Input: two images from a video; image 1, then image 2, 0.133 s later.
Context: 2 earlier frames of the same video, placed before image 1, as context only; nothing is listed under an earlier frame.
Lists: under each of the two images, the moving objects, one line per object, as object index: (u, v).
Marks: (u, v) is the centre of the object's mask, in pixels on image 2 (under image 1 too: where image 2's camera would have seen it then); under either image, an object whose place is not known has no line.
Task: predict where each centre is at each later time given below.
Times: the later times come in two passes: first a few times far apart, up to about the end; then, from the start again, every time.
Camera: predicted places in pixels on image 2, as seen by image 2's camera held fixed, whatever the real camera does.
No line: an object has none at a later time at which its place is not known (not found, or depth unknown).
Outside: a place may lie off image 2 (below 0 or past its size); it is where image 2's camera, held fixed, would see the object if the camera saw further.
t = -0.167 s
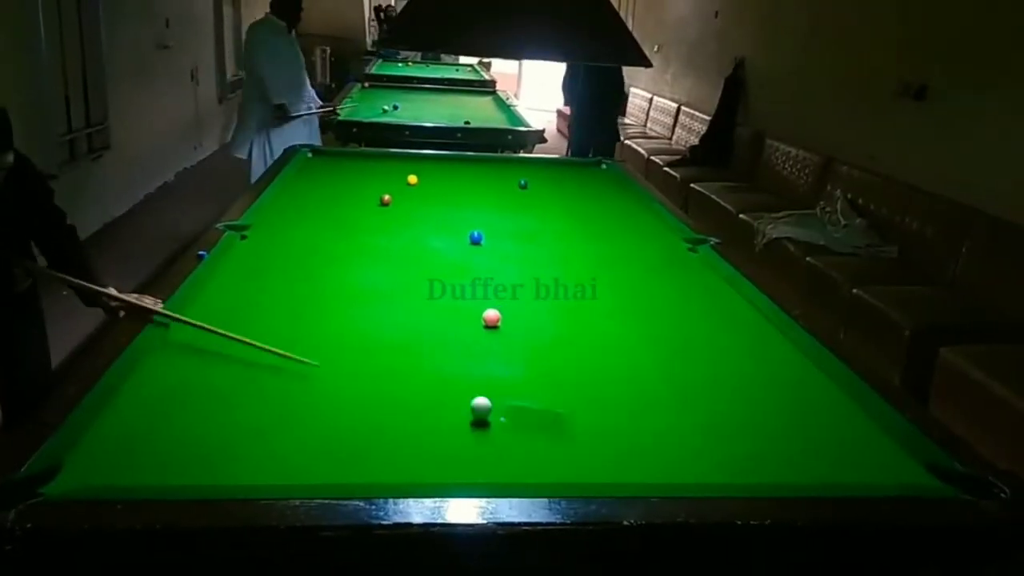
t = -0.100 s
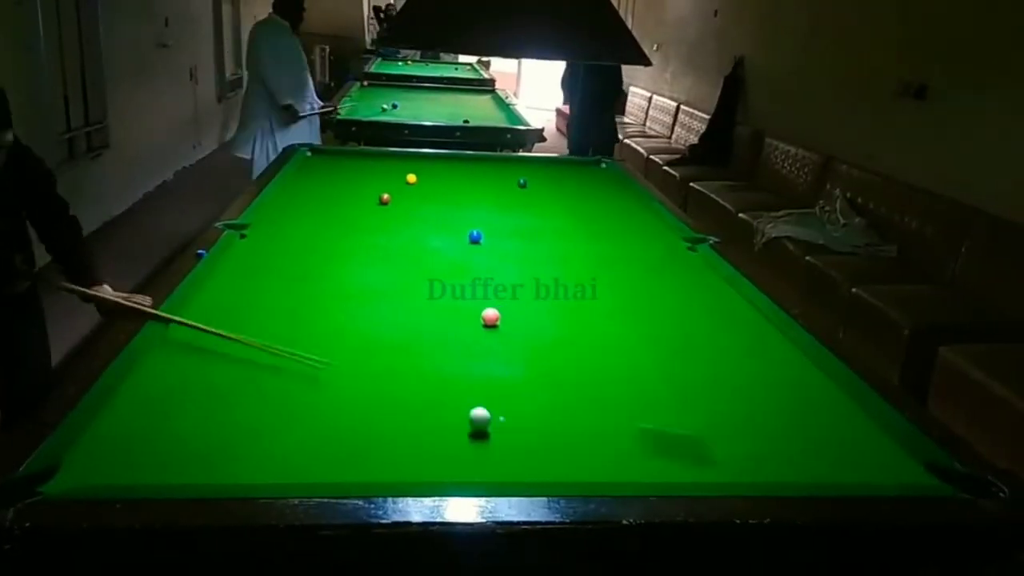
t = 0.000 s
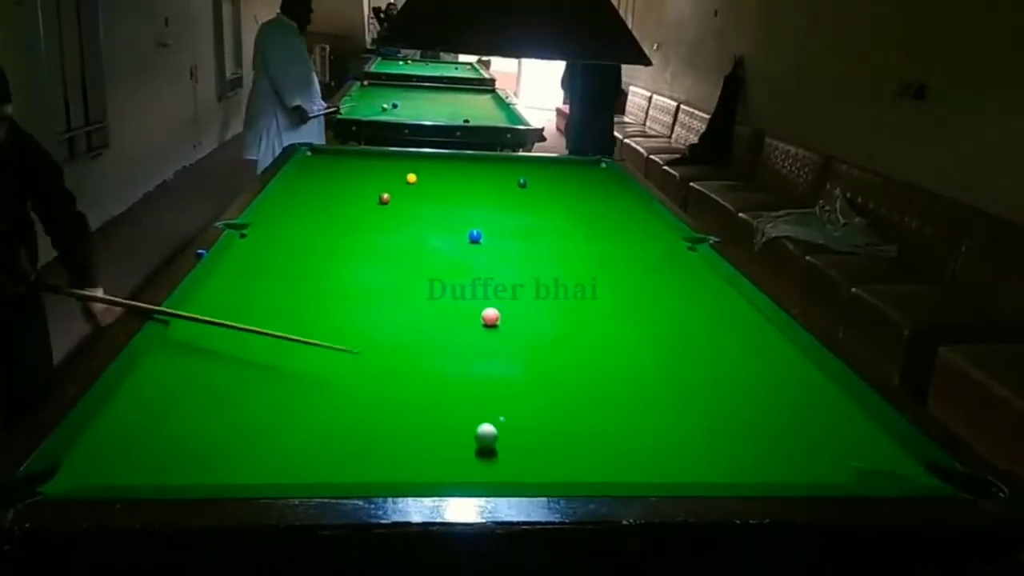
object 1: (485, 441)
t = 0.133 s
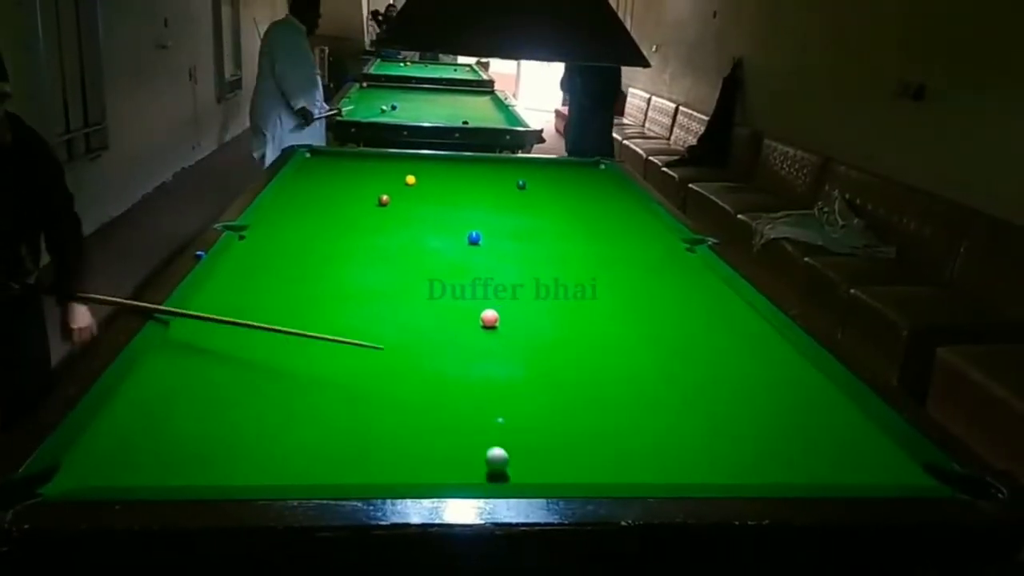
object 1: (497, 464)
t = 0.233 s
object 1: (505, 475)
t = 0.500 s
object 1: (507, 451)
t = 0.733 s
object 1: (507, 428)
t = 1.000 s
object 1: (508, 407)
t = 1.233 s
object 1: (509, 391)
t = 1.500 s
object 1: (510, 375)
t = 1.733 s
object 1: (511, 365)
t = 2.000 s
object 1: (512, 354)
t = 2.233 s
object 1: (514, 346)
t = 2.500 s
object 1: (514, 339)
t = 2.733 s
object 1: (515, 334)
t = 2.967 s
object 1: (515, 329)
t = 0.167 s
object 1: (499, 467)
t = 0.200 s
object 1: (502, 470)
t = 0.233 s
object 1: (505, 475)
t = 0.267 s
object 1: (506, 475)
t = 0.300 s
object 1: (507, 472)
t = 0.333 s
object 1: (507, 470)
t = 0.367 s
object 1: (507, 468)
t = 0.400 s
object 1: (507, 466)
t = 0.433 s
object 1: (507, 463)
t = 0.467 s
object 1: (507, 459)
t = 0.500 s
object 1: (507, 451)
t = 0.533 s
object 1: (507, 447)
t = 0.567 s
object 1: (507, 445)
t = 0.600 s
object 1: (507, 442)
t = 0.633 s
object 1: (507, 436)
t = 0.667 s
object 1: (507, 435)
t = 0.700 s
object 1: (507, 431)
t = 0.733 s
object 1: (507, 428)
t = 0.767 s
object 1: (508, 427)
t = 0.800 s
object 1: (507, 424)
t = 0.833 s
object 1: (508, 421)
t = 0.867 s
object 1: (508, 418)
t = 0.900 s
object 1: (508, 416)
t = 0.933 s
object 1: (508, 412)
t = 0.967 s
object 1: (508, 410)
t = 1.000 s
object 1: (508, 407)
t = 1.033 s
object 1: (509, 405)
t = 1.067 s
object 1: (509, 403)
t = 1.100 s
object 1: (509, 400)
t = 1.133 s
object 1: (509, 398)
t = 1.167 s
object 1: (509, 396)
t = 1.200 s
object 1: (509, 393)
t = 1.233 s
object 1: (509, 391)
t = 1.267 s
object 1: (509, 389)
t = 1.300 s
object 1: (510, 388)
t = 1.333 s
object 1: (510, 386)
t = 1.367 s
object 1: (510, 383)
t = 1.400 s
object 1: (510, 382)
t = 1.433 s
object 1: (510, 379)
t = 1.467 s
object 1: (510, 378)
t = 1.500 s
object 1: (510, 375)
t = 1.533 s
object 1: (510, 374)
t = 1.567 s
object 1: (510, 372)
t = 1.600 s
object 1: (510, 371)
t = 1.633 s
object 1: (510, 369)
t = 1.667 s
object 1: (510, 368)
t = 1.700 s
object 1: (511, 366)
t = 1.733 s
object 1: (511, 365)
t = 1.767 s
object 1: (511, 364)
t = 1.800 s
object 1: (511, 362)
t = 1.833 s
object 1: (512, 361)
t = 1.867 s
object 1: (512, 359)
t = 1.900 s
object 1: (512, 358)
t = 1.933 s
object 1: (512, 357)
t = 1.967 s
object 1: (512, 355)
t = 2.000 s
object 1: (512, 354)
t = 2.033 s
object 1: (512, 352)
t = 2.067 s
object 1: (513, 352)
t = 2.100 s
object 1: (513, 351)
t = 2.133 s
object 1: (513, 350)
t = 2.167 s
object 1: (514, 348)
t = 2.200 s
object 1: (514, 347)
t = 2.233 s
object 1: (514, 346)
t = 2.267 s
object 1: (514, 345)
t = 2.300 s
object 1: (514, 344)
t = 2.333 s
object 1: (514, 343)
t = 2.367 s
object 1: (514, 342)
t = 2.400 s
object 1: (514, 341)
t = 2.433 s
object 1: (514, 340)
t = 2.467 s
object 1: (514, 339)
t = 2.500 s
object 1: (514, 339)
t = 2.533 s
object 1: (514, 338)
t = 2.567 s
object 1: (514, 337)
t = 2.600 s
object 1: (514, 336)
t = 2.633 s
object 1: (514, 335)
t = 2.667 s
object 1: (515, 335)
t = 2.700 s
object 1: (515, 334)
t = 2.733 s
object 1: (515, 334)
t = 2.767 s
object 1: (515, 333)
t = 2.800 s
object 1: (515, 332)
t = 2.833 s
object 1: (515, 332)
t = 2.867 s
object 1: (515, 331)
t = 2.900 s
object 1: (515, 330)
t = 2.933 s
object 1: (515, 330)
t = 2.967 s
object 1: (515, 329)
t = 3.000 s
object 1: (515, 329)
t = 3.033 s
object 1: (515, 328)
